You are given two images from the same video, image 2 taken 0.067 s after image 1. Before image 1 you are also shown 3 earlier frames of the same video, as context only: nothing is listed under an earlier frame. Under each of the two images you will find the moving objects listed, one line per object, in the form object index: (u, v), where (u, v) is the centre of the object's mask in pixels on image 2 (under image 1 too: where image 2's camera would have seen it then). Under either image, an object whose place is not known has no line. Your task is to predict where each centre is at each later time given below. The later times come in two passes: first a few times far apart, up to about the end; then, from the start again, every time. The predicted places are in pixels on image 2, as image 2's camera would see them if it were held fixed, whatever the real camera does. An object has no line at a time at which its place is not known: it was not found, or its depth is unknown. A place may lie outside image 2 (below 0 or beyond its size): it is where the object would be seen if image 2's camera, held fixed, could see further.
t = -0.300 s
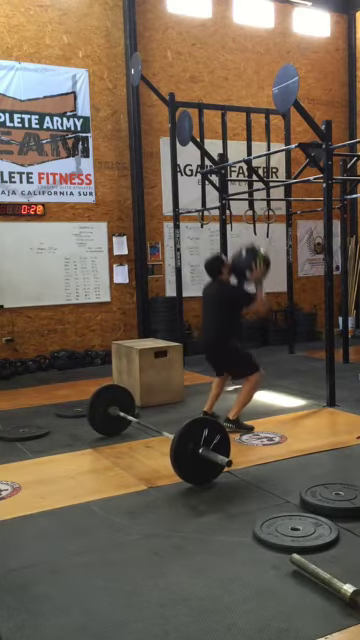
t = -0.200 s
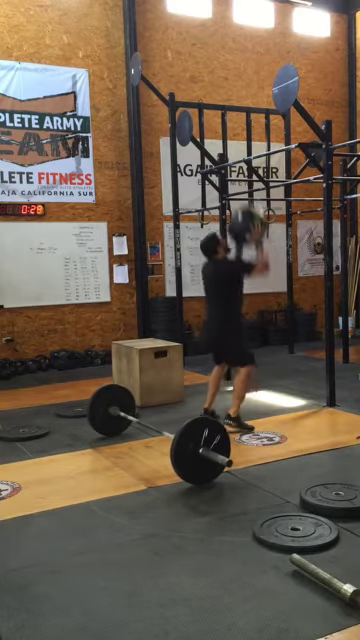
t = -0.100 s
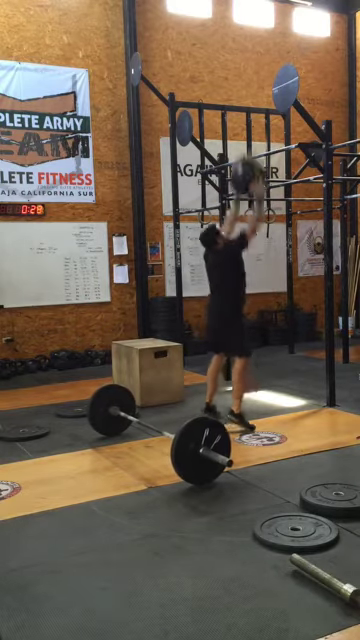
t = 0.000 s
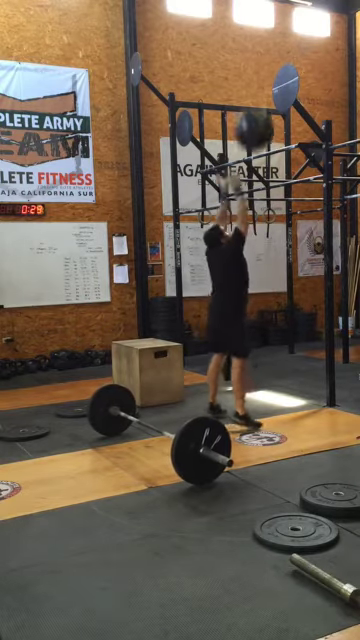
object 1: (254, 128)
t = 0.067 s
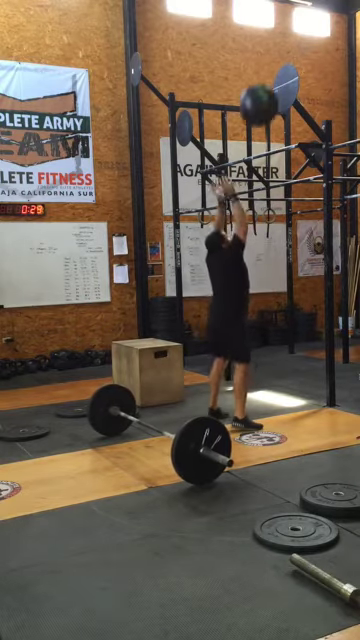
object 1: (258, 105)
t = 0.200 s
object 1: (267, 70)
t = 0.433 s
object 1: (267, 61)
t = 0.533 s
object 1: (265, 74)
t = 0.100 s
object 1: (260, 94)
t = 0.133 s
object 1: (263, 85)
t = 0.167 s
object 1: (265, 77)
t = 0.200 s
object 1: (267, 70)
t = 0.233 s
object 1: (269, 65)
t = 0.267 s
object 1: (271, 62)
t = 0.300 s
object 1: (271, 60)
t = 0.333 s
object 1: (271, 59)
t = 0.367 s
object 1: (270, 59)
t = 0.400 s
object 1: (269, 59)
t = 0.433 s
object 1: (267, 61)
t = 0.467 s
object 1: (266, 65)
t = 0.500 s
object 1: (265, 69)
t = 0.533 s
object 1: (265, 74)
